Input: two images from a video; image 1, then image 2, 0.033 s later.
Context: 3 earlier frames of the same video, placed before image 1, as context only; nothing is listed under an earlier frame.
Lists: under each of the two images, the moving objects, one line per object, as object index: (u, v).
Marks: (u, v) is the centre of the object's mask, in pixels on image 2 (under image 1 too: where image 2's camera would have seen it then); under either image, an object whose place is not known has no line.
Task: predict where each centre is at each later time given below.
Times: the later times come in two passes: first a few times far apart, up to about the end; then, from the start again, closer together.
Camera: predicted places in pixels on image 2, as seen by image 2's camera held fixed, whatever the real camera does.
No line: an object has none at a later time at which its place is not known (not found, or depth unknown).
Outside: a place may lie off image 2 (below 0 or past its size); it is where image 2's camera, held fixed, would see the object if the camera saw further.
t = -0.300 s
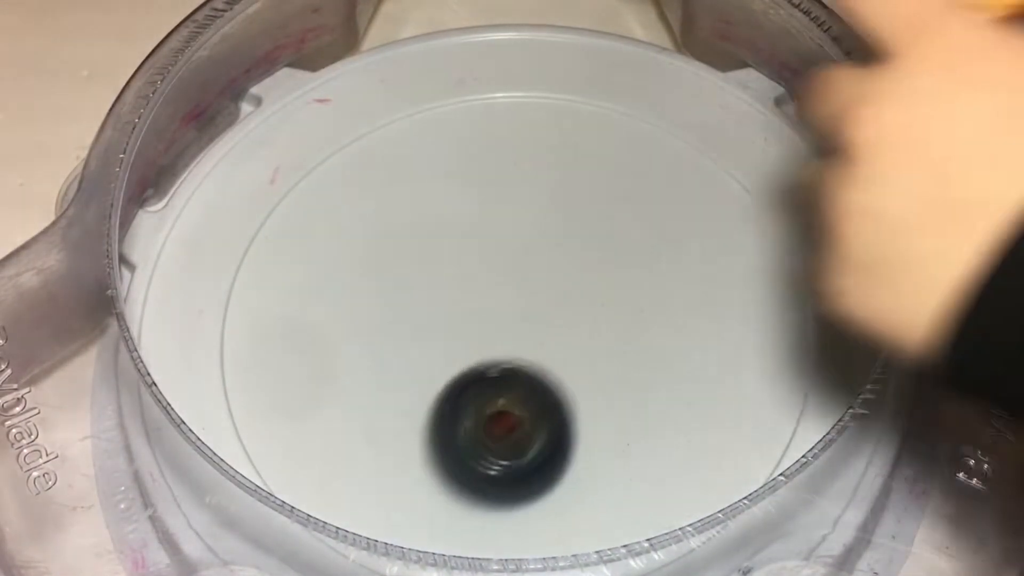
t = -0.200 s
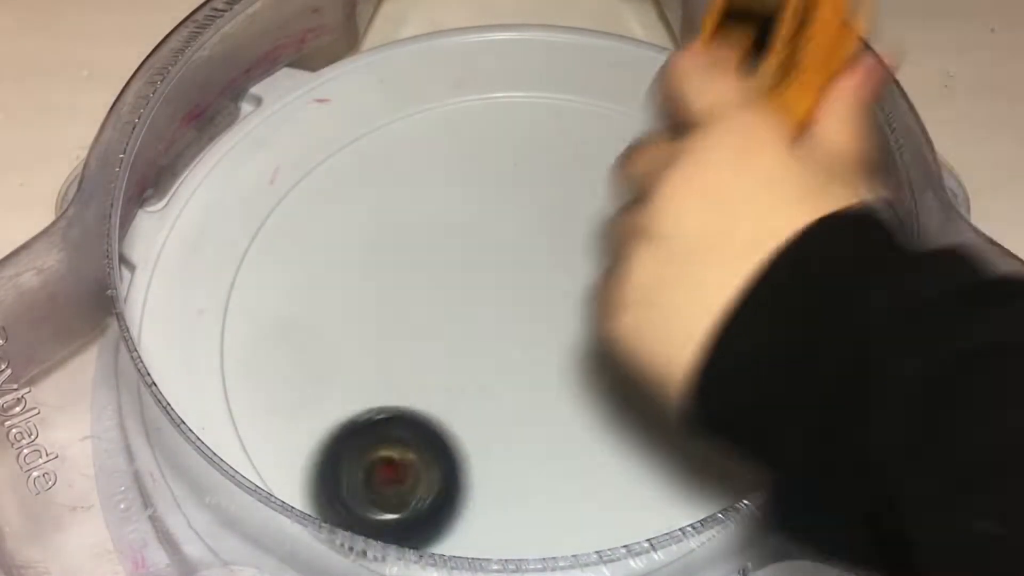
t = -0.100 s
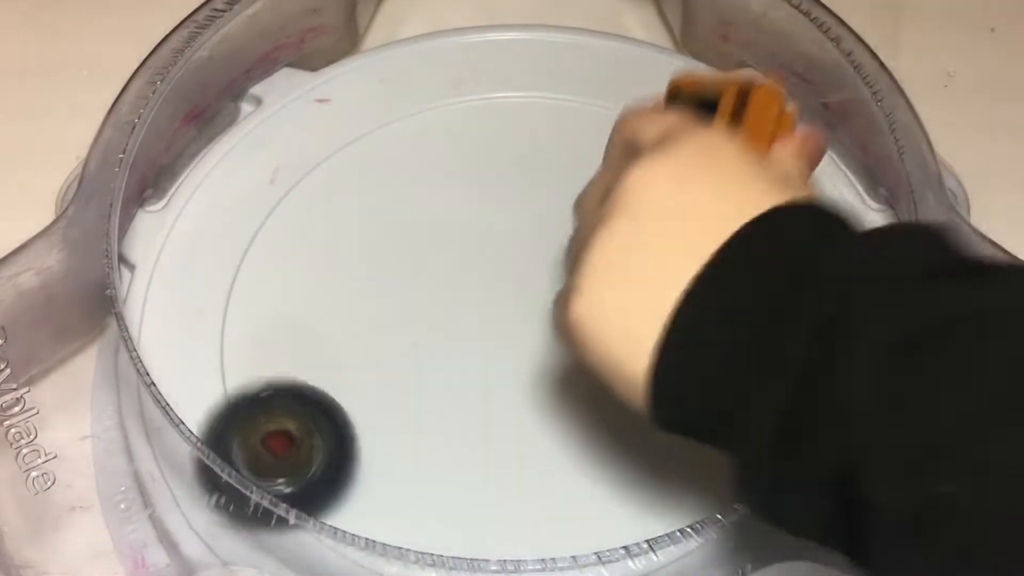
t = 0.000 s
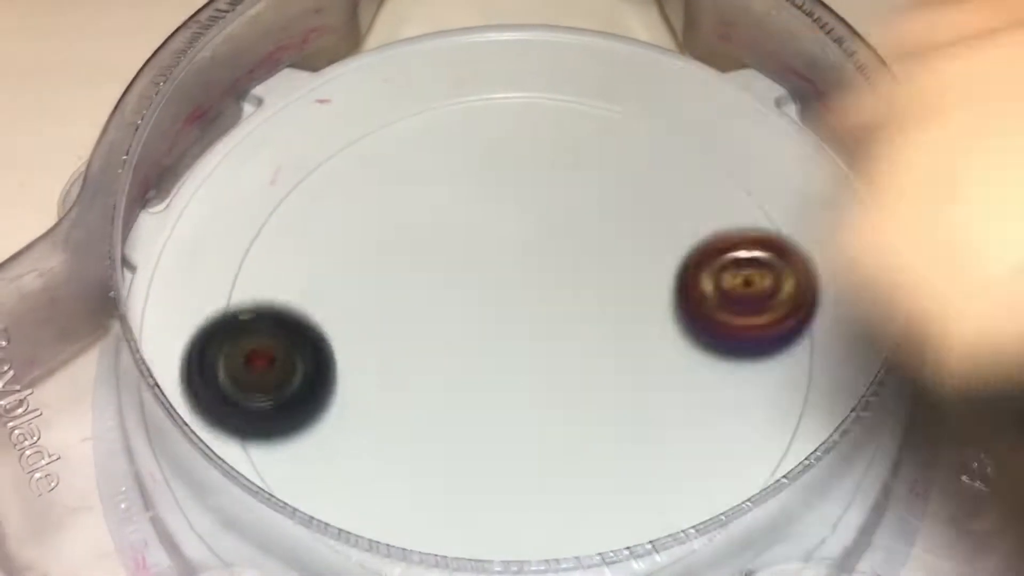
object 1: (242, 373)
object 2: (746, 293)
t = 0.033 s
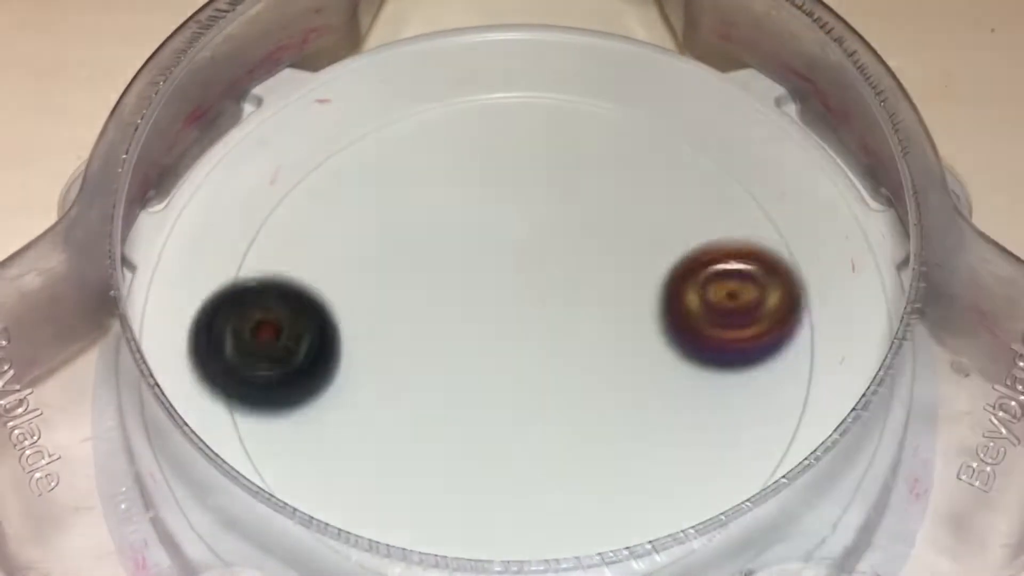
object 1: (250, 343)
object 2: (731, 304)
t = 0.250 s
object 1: (382, 200)
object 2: (468, 366)
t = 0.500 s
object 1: (560, 136)
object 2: (566, 527)
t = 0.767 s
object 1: (628, 147)
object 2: (735, 465)
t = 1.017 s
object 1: (615, 165)
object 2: (542, 368)
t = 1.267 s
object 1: (591, 307)
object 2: (341, 352)
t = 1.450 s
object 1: (476, 333)
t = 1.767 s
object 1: (412, 224)
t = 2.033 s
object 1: (375, 165)
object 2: (616, 226)
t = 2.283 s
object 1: (401, 124)
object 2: (463, 327)
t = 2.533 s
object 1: (491, 170)
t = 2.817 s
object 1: (448, 339)
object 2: (671, 253)
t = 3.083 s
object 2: (359, 234)
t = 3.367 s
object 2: (395, 307)
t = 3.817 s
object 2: (550, 182)
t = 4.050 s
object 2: (398, 230)
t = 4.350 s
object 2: (556, 350)
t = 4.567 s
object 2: (581, 233)
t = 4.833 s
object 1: (594, 354)
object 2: (466, 246)
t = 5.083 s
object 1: (711, 294)
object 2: (529, 335)
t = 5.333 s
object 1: (710, 311)
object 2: (581, 284)
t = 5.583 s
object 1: (573, 274)
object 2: (479, 365)
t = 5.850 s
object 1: (460, 209)
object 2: (508, 366)
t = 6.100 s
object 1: (382, 270)
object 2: (508, 341)
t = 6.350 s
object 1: (373, 358)
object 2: (529, 325)
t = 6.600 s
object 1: (447, 423)
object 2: (545, 307)
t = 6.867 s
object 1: (557, 423)
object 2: (523, 282)
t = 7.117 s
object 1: (610, 363)
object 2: (497, 289)
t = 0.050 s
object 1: (254, 329)
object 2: (718, 304)
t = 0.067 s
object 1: (260, 316)
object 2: (703, 304)
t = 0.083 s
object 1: (267, 303)
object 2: (684, 304)
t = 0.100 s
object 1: (275, 290)
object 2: (666, 306)
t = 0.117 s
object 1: (286, 278)
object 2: (644, 306)
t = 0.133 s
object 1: (299, 268)
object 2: (622, 309)
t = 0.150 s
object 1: (312, 260)
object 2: (599, 310)
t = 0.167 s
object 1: (326, 252)
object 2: (575, 312)
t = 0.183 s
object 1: (342, 247)
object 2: (548, 314)
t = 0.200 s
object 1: (359, 243)
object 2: (522, 318)
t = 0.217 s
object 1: (375, 240)
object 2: (496, 322)
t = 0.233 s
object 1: (381, 223)
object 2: (479, 339)
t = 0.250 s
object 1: (382, 200)
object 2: (468, 366)
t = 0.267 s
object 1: (383, 178)
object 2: (459, 392)
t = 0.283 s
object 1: (385, 159)
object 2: (450, 421)
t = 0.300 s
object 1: (390, 143)
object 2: (444, 448)
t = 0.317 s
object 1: (397, 129)
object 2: (439, 478)
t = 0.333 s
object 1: (405, 118)
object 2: (440, 497)
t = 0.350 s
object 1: (414, 108)
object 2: (444, 510)
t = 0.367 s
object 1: (425, 102)
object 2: (452, 523)
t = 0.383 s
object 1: (438, 98)
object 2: (462, 529)
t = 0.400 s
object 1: (453, 97)
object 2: (472, 537)
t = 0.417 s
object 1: (476, 97)
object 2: (484, 544)
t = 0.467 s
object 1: (528, 112)
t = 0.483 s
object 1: (542, 124)
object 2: (548, 532)
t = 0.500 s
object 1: (560, 136)
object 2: (566, 527)
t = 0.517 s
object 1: (578, 148)
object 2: (585, 520)
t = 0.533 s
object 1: (604, 158)
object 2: (606, 513)
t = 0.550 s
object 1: (621, 173)
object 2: (627, 502)
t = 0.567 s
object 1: (635, 191)
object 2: (646, 491)
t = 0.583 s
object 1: (647, 210)
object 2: (668, 475)
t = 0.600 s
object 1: (655, 231)
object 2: (686, 457)
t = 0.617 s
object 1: (666, 251)
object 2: (702, 433)
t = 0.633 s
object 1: (679, 269)
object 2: (711, 408)
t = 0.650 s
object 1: (680, 277)
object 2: (720, 400)
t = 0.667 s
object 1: (675, 254)
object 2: (732, 416)
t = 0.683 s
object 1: (669, 231)
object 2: (740, 430)
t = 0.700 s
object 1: (662, 211)
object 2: (751, 446)
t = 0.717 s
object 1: (655, 191)
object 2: (751, 453)
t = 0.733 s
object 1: (647, 175)
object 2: (747, 454)
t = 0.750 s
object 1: (641, 160)
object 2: (742, 458)
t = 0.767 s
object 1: (628, 147)
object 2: (735, 465)
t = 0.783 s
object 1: (623, 136)
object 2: (719, 459)
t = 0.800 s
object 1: (617, 128)
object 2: (710, 459)
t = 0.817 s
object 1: (612, 121)
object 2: (700, 460)
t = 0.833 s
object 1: (607, 118)
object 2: (687, 461)
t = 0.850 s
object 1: (603, 115)
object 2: (676, 459)
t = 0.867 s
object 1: (601, 115)
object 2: (662, 453)
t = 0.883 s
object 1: (599, 116)
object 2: (649, 444)
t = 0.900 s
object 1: (599, 119)
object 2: (635, 435)
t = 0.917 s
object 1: (599, 123)
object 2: (622, 425)
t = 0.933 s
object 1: (600, 129)
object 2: (609, 415)
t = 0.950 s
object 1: (602, 136)
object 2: (596, 405)
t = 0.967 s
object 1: (605, 143)
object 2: (583, 395)
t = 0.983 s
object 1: (607, 150)
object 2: (570, 386)
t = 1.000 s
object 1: (611, 157)
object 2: (556, 376)
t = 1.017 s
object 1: (615, 165)
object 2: (542, 368)
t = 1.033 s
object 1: (622, 175)
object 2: (528, 360)
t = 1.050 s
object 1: (622, 185)
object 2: (513, 354)
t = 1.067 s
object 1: (624, 195)
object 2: (499, 346)
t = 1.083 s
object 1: (632, 205)
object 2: (486, 342)
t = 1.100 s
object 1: (635, 214)
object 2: (472, 338)
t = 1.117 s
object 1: (634, 225)
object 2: (457, 336)
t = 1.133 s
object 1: (630, 234)
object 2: (443, 333)
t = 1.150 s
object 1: (629, 244)
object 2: (429, 332)
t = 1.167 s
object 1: (627, 254)
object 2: (416, 331)
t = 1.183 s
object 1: (623, 264)
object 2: (402, 332)
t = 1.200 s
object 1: (619, 274)
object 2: (390, 335)
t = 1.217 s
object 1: (614, 282)
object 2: (377, 337)
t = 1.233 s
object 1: (608, 292)
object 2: (365, 341)
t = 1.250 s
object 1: (600, 300)
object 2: (353, 345)
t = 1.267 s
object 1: (591, 307)
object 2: (341, 352)
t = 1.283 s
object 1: (582, 313)
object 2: (330, 359)
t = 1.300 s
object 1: (573, 320)
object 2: (320, 367)
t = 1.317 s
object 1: (563, 325)
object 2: (310, 377)
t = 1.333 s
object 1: (551, 329)
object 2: (302, 387)
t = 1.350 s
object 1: (542, 332)
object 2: (295, 399)
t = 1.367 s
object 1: (531, 335)
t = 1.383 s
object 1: (519, 337)
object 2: (286, 424)
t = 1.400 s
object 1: (507, 337)
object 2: (287, 434)
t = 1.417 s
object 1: (497, 337)
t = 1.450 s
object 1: (476, 333)
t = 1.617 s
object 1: (416, 286)
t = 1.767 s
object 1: (412, 224)
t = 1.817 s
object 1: (426, 210)
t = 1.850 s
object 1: (438, 205)
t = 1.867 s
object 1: (445, 203)
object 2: (641, 305)
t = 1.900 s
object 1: (459, 203)
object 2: (617, 274)
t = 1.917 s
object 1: (465, 204)
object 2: (602, 259)
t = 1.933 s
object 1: (463, 201)
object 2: (594, 247)
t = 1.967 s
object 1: (425, 184)
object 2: (609, 239)
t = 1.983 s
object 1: (409, 177)
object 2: (613, 235)
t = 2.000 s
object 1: (395, 172)
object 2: (616, 232)
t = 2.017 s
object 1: (384, 169)
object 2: (617, 229)
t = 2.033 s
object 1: (375, 165)
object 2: (616, 226)
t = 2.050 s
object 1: (369, 162)
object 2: (612, 224)
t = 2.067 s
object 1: (365, 160)
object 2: (606, 222)
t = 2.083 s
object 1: (361, 158)
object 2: (599, 222)
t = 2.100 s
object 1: (361, 156)
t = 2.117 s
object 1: (362, 155)
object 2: (578, 223)
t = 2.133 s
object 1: (365, 154)
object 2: (566, 225)
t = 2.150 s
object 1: (369, 153)
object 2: (554, 230)
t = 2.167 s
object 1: (373, 152)
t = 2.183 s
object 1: (379, 151)
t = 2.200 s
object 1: (386, 152)
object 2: (511, 243)
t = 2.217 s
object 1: (393, 154)
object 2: (494, 247)
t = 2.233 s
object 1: (400, 156)
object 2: (479, 255)
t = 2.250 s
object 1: (401, 146)
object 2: (471, 276)
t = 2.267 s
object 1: (400, 133)
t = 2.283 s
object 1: (401, 124)
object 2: (463, 327)
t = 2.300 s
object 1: (403, 115)
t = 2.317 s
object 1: (406, 109)
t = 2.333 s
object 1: (412, 105)
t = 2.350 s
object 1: (418, 104)
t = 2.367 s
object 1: (426, 104)
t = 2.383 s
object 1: (433, 106)
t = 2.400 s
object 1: (440, 109)
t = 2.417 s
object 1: (447, 114)
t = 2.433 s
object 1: (455, 119)
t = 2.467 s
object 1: (468, 133)
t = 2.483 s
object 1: (475, 141)
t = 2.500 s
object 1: (481, 150)
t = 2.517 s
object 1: (487, 160)
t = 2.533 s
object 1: (491, 170)
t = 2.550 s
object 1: (495, 180)
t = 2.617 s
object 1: (505, 221)
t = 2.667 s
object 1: (504, 251)
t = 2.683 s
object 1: (501, 261)
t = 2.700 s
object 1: (498, 272)
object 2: (728, 372)
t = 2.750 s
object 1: (482, 304)
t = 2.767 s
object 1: (475, 314)
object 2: (709, 298)
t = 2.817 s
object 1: (448, 339)
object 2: (671, 253)
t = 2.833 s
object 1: (438, 344)
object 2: (654, 240)
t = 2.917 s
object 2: (553, 200)
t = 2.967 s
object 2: (488, 198)
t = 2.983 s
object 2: (467, 200)
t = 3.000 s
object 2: (445, 205)
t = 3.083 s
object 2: (359, 234)
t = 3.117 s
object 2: (353, 221)
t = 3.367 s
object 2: (395, 307)
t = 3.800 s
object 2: (557, 189)
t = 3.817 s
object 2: (550, 182)
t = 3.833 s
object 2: (543, 176)
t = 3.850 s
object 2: (534, 172)
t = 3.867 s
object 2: (524, 168)
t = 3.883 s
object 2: (512, 166)
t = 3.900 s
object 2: (500, 165)
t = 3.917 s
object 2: (487, 166)
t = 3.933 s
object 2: (473, 168)
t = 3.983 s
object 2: (433, 186)
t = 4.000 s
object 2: (422, 195)
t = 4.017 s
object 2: (412, 205)
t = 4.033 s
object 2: (404, 217)
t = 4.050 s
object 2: (398, 230)
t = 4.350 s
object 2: (556, 350)
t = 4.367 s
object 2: (562, 342)
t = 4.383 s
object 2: (569, 334)
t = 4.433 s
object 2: (582, 308)
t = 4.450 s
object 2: (586, 299)
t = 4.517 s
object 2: (590, 261)
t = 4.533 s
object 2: (588, 251)
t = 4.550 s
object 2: (586, 242)
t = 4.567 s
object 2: (581, 233)
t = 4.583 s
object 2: (576, 226)
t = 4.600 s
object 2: (570, 220)
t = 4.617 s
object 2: (562, 215)
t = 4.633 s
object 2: (554, 212)
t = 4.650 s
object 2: (545, 210)
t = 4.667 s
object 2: (534, 208)
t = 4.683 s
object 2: (524, 208)
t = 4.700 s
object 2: (514, 209)
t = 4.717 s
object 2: (505, 211)
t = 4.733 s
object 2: (496, 215)
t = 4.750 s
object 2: (489, 219)
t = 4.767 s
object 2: (482, 224)
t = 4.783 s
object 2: (477, 229)
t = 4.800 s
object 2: (472, 234)
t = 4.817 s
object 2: (468, 240)
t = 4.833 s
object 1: (594, 354)
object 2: (466, 246)
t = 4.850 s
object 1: (601, 347)
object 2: (463, 251)
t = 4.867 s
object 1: (608, 339)
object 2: (461, 257)
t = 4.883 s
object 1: (617, 333)
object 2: (461, 262)
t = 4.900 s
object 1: (626, 327)
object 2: (461, 267)
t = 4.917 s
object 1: (634, 322)
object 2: (464, 273)
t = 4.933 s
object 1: (643, 316)
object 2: (467, 279)
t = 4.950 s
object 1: (651, 313)
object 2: (472, 286)
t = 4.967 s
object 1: (660, 308)
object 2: (477, 294)
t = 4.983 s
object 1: (668, 306)
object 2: (483, 302)
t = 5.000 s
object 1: (677, 303)
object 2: (489, 310)
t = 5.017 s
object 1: (684, 301)
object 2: (497, 318)
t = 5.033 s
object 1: (691, 299)
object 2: (504, 324)
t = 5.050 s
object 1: (698, 297)
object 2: (513, 329)
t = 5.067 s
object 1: (705, 295)
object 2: (521, 333)
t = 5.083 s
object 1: (711, 294)
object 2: (529, 335)
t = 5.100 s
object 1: (716, 292)
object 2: (538, 336)
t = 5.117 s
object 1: (722, 293)
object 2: (547, 336)
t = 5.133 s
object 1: (727, 293)
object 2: (557, 336)
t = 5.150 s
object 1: (731, 293)
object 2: (566, 334)
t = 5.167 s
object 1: (733, 295)
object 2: (574, 332)
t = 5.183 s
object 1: (735, 298)
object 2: (582, 328)
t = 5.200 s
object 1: (735, 301)
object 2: (588, 324)
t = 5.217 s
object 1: (732, 304)
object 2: (593, 319)
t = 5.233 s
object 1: (729, 306)
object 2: (597, 314)
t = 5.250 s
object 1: (727, 308)
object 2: (597, 307)
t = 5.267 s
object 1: (725, 309)
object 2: (595, 300)
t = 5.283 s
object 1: (723, 309)
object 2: (592, 294)
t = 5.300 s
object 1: (719, 309)
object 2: (589, 289)
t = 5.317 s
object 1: (715, 310)
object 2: (585, 286)
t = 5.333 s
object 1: (710, 311)
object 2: (581, 284)
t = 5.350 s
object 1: (704, 310)
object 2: (577, 282)
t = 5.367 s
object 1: (699, 310)
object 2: (571, 281)
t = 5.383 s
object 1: (694, 310)
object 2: (565, 280)
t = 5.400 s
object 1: (688, 309)
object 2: (560, 281)
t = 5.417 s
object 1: (682, 309)
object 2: (555, 281)
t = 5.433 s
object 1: (676, 308)
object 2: (549, 283)
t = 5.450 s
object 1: (670, 307)
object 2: (543, 284)
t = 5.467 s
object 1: (665, 306)
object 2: (537, 286)
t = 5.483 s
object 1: (661, 306)
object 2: (530, 287)
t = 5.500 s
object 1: (637, 299)
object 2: (503, 305)
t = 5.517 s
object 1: (623, 294)
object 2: (492, 317)
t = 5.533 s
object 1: (610, 290)
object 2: (481, 331)
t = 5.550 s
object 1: (597, 284)
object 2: (474, 344)
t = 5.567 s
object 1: (585, 279)
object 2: (474, 355)
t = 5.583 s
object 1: (573, 274)
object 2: (479, 365)
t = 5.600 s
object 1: (561, 270)
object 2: (488, 375)
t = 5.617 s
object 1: (550, 267)
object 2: (500, 383)
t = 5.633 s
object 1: (539, 264)
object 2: (510, 384)
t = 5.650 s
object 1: (531, 262)
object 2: (517, 383)
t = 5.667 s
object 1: (525, 258)
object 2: (524, 378)
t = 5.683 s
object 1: (519, 255)
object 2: (528, 373)
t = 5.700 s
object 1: (514, 252)
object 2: (532, 368)
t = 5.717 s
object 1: (508, 246)
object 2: (533, 366)
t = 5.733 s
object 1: (499, 238)
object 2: (531, 365)
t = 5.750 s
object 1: (490, 226)
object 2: (527, 366)
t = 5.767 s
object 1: (483, 217)
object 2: (522, 367)
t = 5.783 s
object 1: (479, 212)
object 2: (518, 369)
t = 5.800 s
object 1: (473, 209)
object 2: (515, 370)
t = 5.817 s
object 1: (470, 207)
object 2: (512, 369)
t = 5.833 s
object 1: (464, 208)
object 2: (510, 368)
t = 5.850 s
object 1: (460, 209)
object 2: (508, 366)
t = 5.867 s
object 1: (455, 211)
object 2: (506, 363)
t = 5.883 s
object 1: (450, 214)
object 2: (505, 361)
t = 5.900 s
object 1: (445, 218)
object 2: (505, 358)
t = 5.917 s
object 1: (439, 222)
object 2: (503, 355)
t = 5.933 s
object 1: (433, 228)
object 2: (502, 352)
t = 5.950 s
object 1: (427, 233)
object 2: (501, 349)
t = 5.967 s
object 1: (421, 240)
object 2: (500, 348)
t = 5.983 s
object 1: (416, 245)
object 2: (500, 346)
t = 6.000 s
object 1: (408, 249)
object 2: (501, 346)
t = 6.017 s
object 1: (401, 248)
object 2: (502, 346)
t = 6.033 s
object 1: (396, 249)
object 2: (505, 346)
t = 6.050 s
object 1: (392, 253)
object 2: (506, 345)
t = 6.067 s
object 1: (388, 258)
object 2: (507, 344)
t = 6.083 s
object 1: (385, 264)
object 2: (508, 343)
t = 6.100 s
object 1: (382, 270)
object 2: (508, 341)
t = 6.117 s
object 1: (378, 277)
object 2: (509, 340)
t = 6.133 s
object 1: (372, 280)
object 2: (513, 340)
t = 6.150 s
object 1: (366, 284)
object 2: (517, 340)
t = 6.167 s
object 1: (362, 290)
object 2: (520, 339)
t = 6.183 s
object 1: (360, 294)
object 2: (522, 338)
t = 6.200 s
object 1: (359, 300)
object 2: (524, 336)
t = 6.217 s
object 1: (359, 306)
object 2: (524, 335)
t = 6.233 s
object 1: (359, 312)
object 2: (524, 333)
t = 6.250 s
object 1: (359, 319)
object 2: (524, 332)
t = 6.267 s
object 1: (361, 326)
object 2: (524, 330)
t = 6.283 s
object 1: (363, 333)
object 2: (524, 329)
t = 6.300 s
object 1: (366, 340)
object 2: (525, 328)
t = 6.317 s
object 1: (368, 346)
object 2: (527, 326)
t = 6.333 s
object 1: (369, 352)
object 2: (528, 325)
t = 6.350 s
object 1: (373, 358)
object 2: (529, 325)
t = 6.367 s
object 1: (374, 366)
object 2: (532, 323)
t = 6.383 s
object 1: (375, 371)
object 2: (535, 322)
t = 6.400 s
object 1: (379, 375)
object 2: (537, 320)
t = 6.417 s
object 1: (383, 380)
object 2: (538, 319)
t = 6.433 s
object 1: (388, 385)
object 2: (539, 318)
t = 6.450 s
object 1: (394, 390)
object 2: (540, 317)
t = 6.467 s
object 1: (400, 395)
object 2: (540, 316)
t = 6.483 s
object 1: (407, 399)
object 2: (539, 316)
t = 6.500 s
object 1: (414, 402)
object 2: (539, 316)
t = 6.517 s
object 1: (418, 407)
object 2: (541, 314)
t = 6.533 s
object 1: (423, 410)
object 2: (542, 313)
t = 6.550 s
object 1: (430, 412)
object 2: (543, 312)
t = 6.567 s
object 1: (436, 415)
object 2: (543, 312)
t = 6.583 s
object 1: (444, 417)
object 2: (543, 312)
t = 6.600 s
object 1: (447, 423)
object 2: (545, 307)
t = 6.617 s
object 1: (449, 429)
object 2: (548, 302)
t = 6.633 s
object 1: (454, 432)
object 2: (549, 299)
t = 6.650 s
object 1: (459, 433)
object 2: (548, 296)
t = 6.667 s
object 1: (466, 433)
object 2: (548, 296)
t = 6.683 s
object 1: (474, 433)
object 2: (546, 295)
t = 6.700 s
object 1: (482, 431)
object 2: (544, 295)
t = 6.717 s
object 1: (491, 429)
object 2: (543, 294)
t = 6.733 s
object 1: (497, 427)
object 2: (540, 294)
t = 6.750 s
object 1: (505, 425)
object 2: (539, 295)
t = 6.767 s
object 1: (513, 422)
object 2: (538, 295)
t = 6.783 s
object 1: (522, 425)
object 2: (536, 291)
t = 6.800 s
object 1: (530, 427)
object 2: (534, 286)
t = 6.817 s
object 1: (537, 427)
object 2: (531, 284)
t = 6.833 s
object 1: (544, 427)
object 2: (528, 283)
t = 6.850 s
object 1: (550, 426)
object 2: (525, 282)
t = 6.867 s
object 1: (557, 423)
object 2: (523, 282)
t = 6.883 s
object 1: (562, 421)
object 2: (521, 282)
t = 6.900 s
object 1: (568, 418)
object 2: (519, 283)
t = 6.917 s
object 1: (573, 414)
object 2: (517, 284)
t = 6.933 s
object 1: (577, 409)
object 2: (516, 286)
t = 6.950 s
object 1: (583, 405)
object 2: (515, 287)
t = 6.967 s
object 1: (587, 399)
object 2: (514, 289)
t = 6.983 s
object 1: (590, 394)
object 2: (514, 290)
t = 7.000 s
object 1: (593, 389)
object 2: (513, 293)
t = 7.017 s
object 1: (597, 386)
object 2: (512, 292)
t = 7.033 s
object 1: (600, 383)
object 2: (511, 292)
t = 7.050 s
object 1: (602, 378)
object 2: (510, 292)
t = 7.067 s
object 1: (604, 374)
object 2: (508, 292)
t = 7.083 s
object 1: (605, 370)
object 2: (507, 291)
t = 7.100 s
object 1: (609, 367)
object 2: (502, 290)
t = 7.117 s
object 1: (610, 363)
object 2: (497, 289)
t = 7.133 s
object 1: (610, 360)
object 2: (493, 290)
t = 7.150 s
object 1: (609, 354)
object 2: (491, 290)
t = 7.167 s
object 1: (607, 349)
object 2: (488, 292)
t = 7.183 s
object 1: (606, 343)
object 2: (487, 293)
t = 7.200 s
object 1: (605, 339)
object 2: (483, 294)
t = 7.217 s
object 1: (610, 336)
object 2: (473, 293)
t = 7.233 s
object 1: (611, 333)
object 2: (465, 294)
